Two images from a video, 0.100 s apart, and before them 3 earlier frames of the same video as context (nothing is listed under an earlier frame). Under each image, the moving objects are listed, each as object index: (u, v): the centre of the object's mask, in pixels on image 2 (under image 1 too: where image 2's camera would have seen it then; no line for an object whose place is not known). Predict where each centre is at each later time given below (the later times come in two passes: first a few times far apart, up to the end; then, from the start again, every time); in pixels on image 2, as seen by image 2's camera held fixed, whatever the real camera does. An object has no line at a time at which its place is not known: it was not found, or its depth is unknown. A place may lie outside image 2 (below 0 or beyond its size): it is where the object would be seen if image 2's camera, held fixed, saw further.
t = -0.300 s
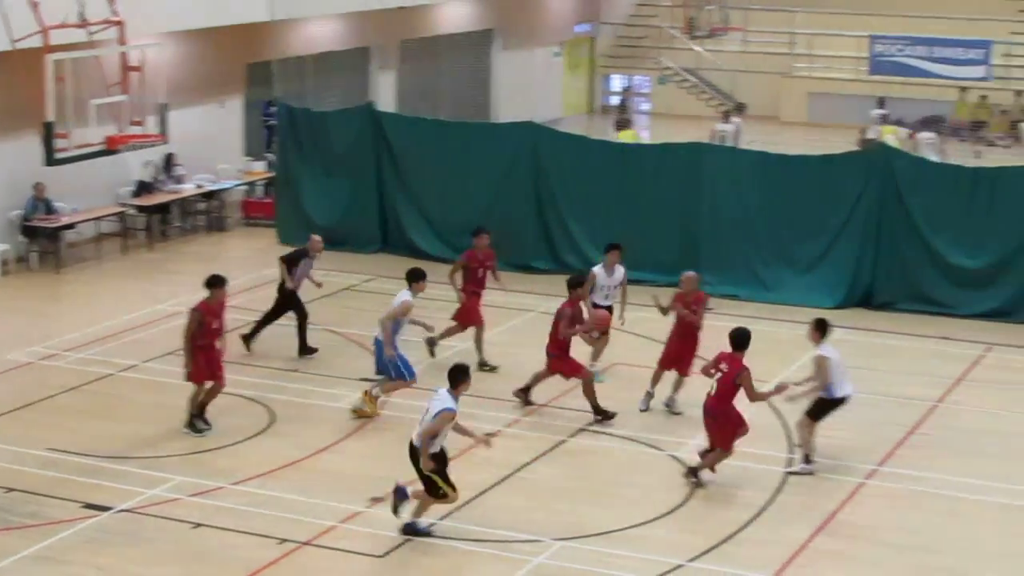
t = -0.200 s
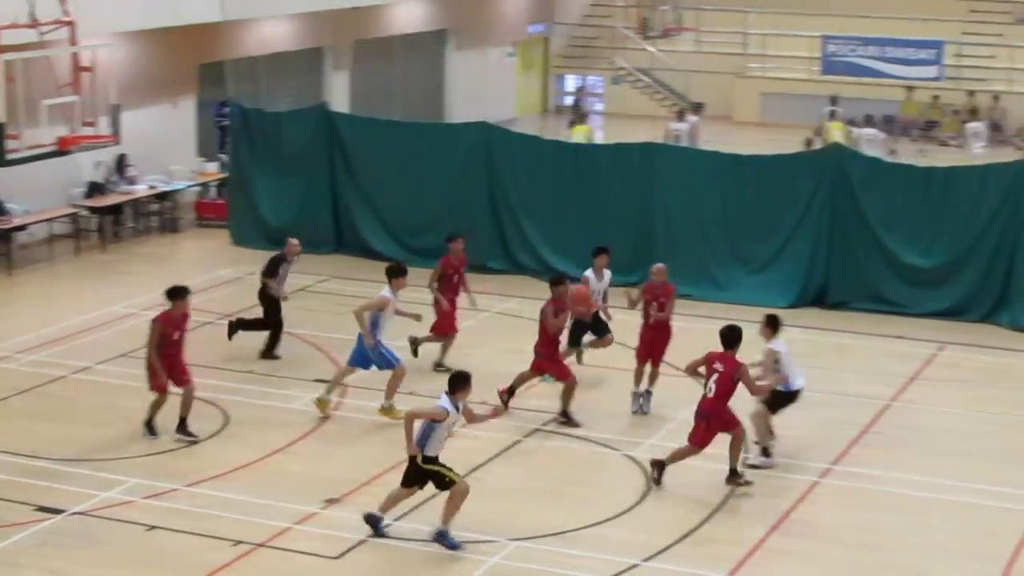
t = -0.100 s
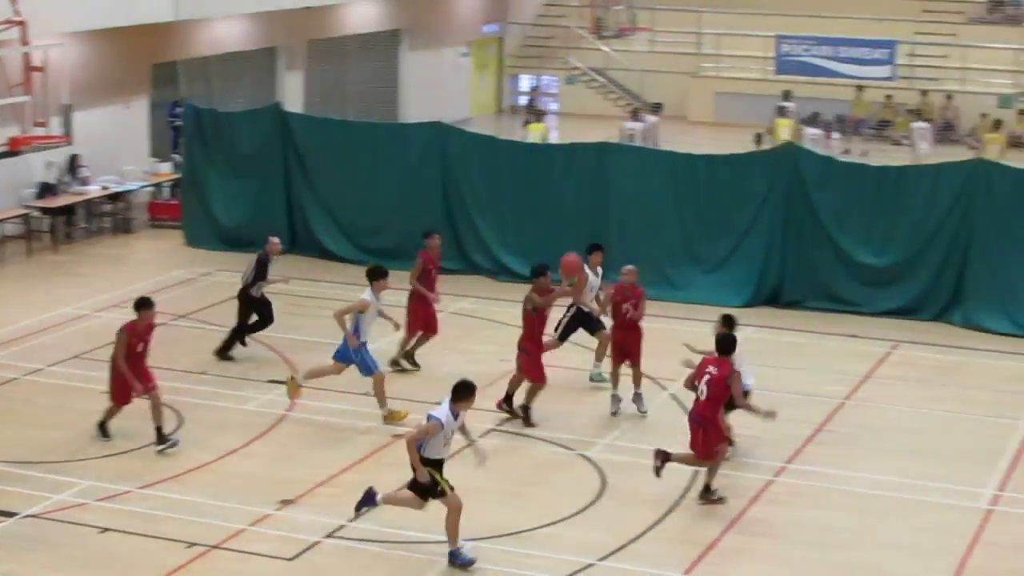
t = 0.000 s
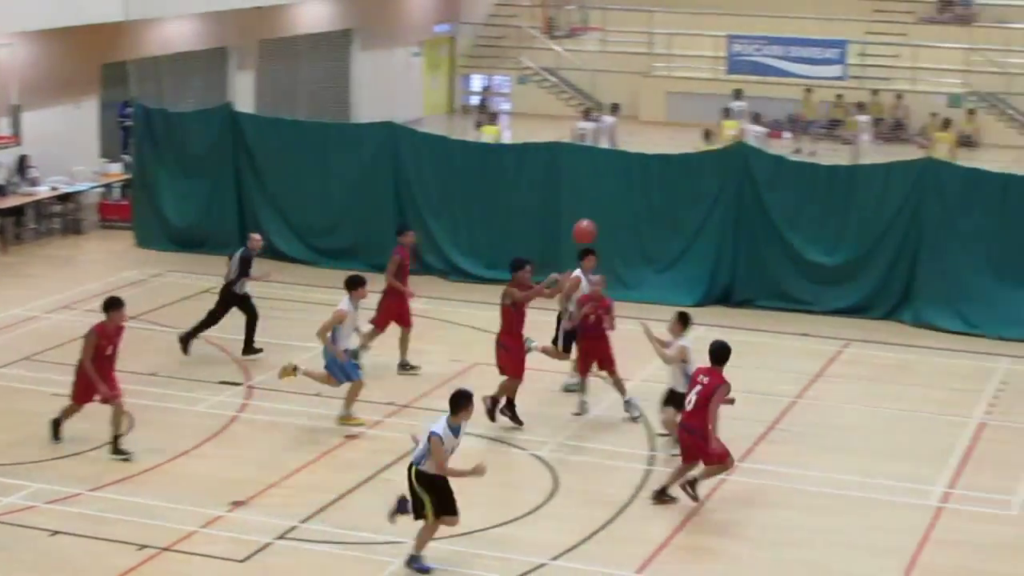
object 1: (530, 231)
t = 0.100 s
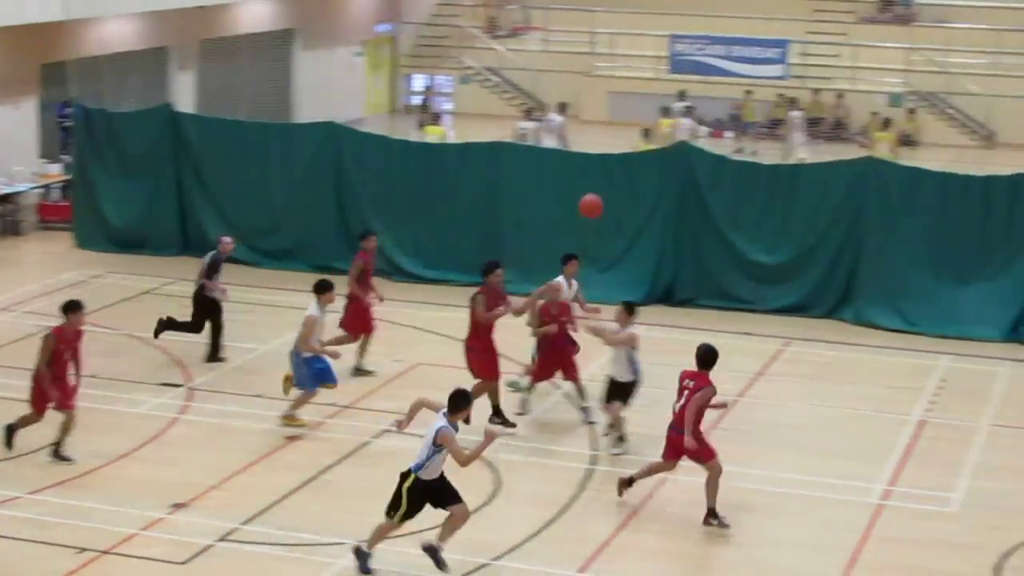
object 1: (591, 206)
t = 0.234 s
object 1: (678, 186)
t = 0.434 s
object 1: (819, 187)
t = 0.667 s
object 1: (993, 242)
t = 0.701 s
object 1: (1019, 255)
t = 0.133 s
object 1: (612, 199)
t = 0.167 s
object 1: (634, 194)
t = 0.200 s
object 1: (656, 189)
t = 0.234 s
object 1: (678, 186)
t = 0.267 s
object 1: (702, 184)
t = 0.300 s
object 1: (724, 182)
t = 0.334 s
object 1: (748, 181)
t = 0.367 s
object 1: (771, 182)
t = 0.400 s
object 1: (795, 184)
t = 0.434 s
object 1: (819, 187)
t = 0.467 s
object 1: (842, 191)
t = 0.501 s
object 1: (867, 196)
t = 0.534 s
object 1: (892, 203)
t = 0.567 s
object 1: (917, 211)
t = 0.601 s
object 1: (942, 219)
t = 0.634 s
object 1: (967, 230)
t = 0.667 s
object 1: (993, 242)
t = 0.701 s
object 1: (1019, 255)
